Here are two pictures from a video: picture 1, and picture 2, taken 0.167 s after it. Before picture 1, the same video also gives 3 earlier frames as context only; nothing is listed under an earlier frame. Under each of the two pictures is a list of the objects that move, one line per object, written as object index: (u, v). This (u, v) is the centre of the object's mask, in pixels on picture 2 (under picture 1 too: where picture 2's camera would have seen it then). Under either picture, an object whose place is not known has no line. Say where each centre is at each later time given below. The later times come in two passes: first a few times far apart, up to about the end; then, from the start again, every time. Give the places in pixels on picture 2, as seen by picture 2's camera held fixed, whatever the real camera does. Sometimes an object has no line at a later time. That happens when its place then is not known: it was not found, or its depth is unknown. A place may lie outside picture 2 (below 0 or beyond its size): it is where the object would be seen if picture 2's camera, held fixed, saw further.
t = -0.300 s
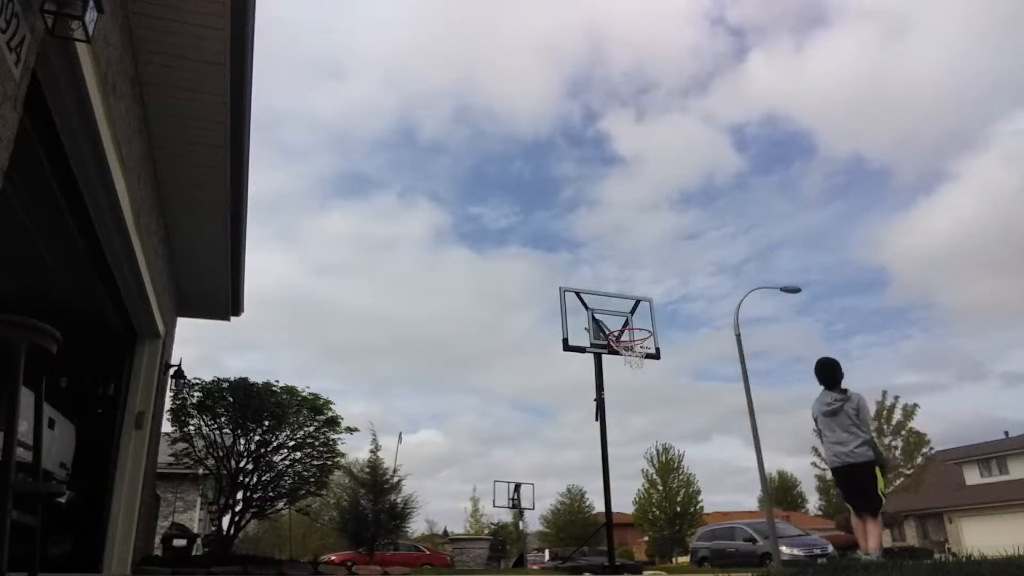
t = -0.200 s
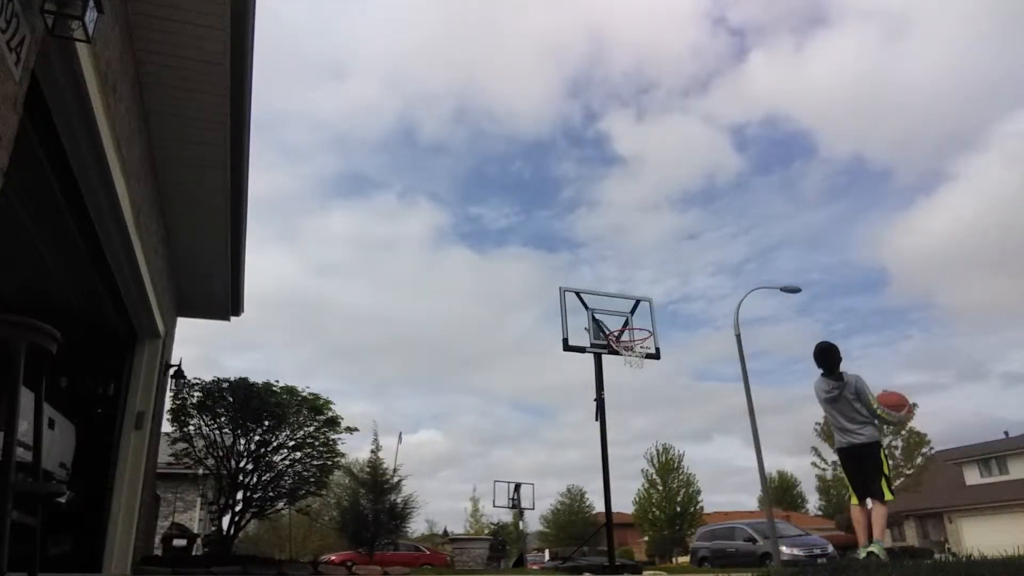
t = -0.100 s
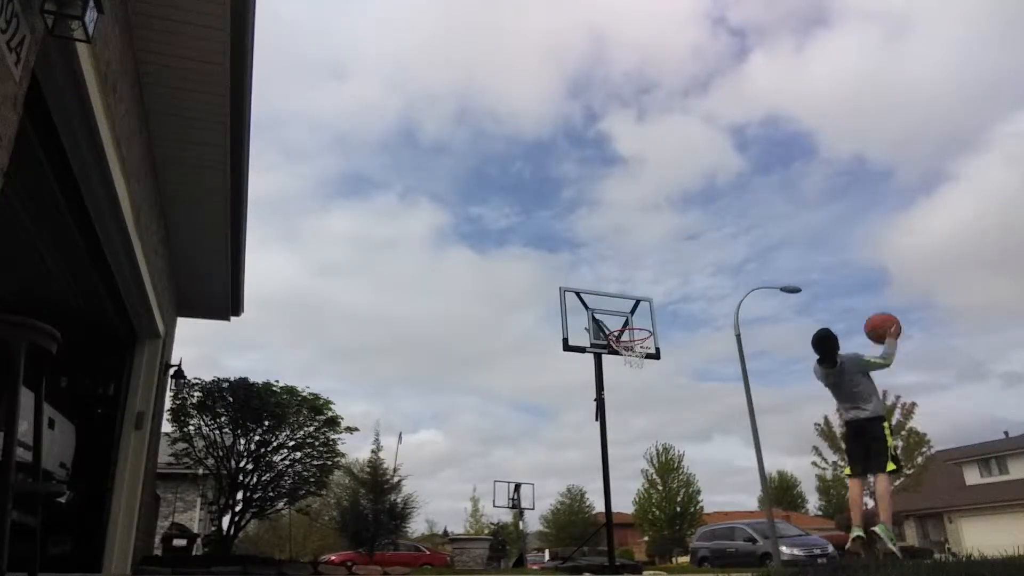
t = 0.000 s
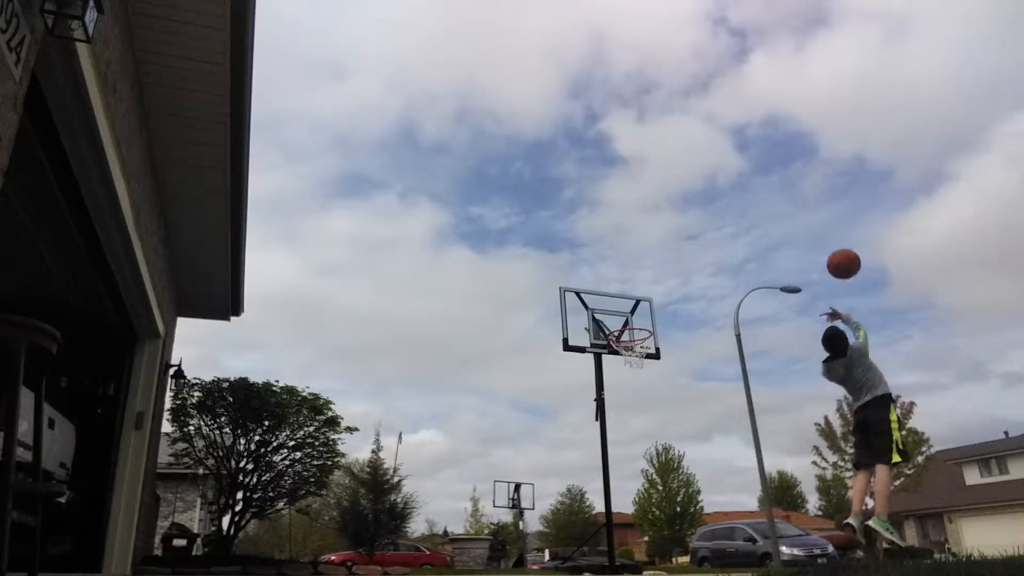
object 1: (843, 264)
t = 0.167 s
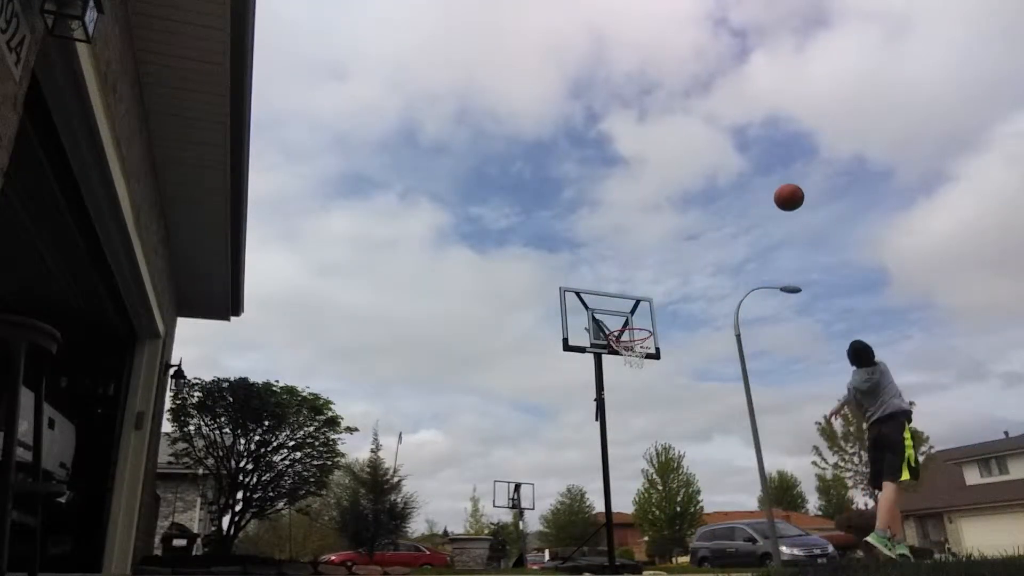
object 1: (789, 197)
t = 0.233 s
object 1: (771, 181)
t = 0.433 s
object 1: (728, 162)
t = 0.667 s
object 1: (693, 185)
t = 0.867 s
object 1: (671, 237)
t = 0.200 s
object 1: (780, 188)
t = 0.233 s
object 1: (771, 181)
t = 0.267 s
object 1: (763, 175)
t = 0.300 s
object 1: (756, 170)
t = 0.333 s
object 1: (748, 167)
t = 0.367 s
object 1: (741, 164)
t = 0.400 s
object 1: (734, 163)
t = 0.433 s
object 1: (728, 162)
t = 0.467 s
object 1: (723, 163)
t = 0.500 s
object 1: (717, 164)
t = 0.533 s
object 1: (712, 166)
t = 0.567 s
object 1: (707, 170)
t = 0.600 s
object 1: (702, 174)
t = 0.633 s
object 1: (697, 179)
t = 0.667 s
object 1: (693, 185)
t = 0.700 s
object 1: (688, 192)
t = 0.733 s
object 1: (685, 199)
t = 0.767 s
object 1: (681, 207)
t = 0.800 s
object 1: (678, 216)
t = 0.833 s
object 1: (674, 226)
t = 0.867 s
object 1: (671, 237)
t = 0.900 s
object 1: (667, 249)
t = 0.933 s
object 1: (664, 261)
